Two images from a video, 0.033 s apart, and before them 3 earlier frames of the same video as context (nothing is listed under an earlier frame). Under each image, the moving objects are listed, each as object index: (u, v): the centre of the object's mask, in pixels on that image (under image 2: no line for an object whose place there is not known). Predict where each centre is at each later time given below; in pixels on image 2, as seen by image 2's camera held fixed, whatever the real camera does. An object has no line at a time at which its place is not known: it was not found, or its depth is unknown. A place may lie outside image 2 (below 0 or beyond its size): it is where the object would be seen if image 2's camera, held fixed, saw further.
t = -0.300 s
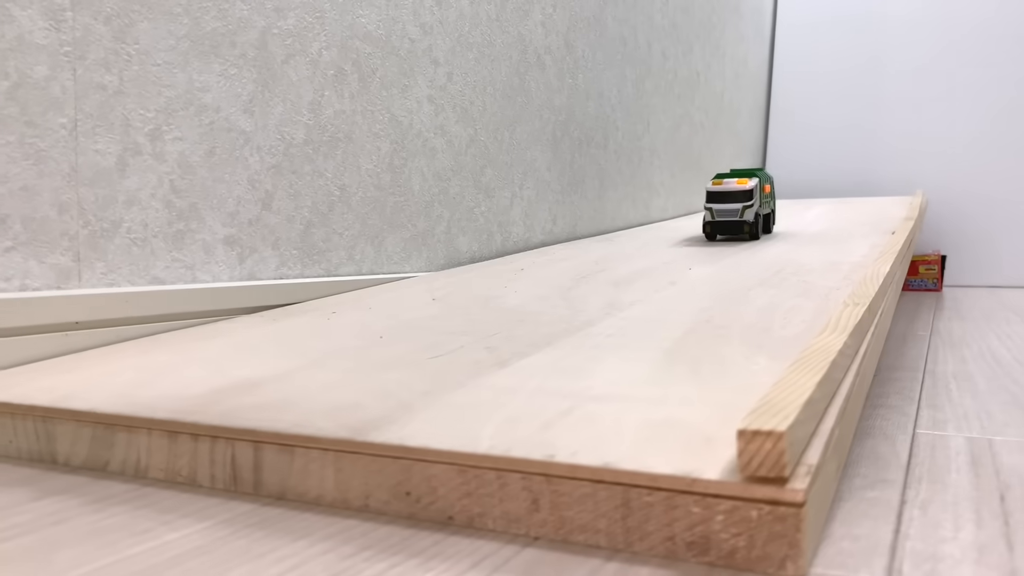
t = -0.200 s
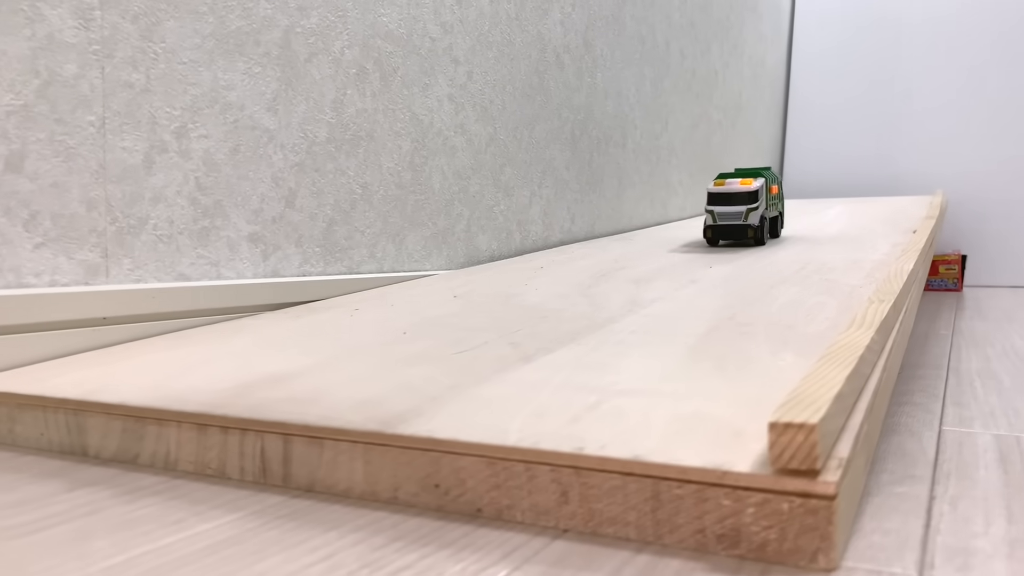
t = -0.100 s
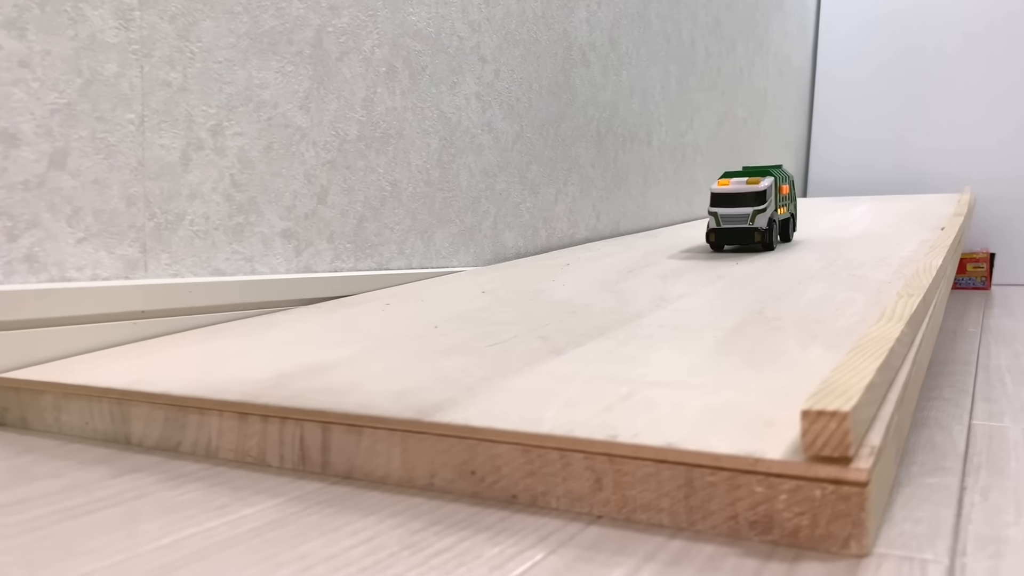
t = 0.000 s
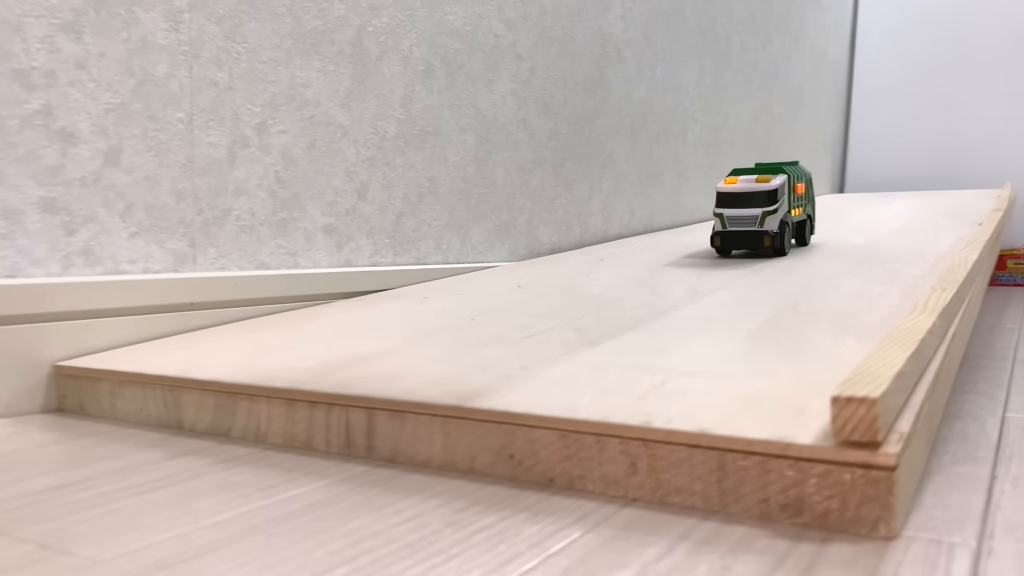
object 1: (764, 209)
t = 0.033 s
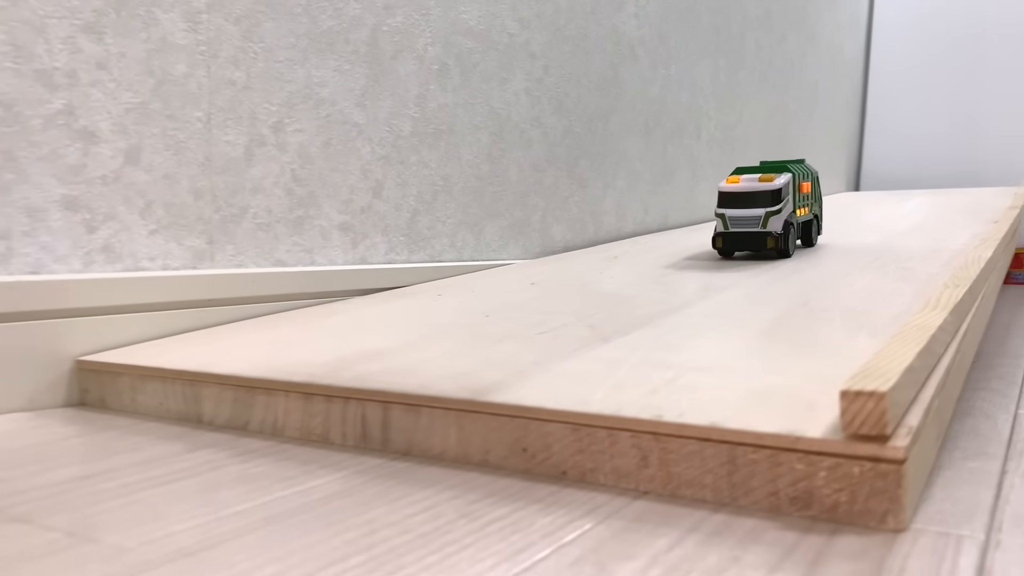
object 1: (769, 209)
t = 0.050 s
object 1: (764, 210)
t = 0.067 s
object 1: (758, 211)
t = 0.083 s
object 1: (753, 212)
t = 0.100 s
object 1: (747, 214)
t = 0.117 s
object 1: (741, 215)
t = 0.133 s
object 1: (735, 216)
